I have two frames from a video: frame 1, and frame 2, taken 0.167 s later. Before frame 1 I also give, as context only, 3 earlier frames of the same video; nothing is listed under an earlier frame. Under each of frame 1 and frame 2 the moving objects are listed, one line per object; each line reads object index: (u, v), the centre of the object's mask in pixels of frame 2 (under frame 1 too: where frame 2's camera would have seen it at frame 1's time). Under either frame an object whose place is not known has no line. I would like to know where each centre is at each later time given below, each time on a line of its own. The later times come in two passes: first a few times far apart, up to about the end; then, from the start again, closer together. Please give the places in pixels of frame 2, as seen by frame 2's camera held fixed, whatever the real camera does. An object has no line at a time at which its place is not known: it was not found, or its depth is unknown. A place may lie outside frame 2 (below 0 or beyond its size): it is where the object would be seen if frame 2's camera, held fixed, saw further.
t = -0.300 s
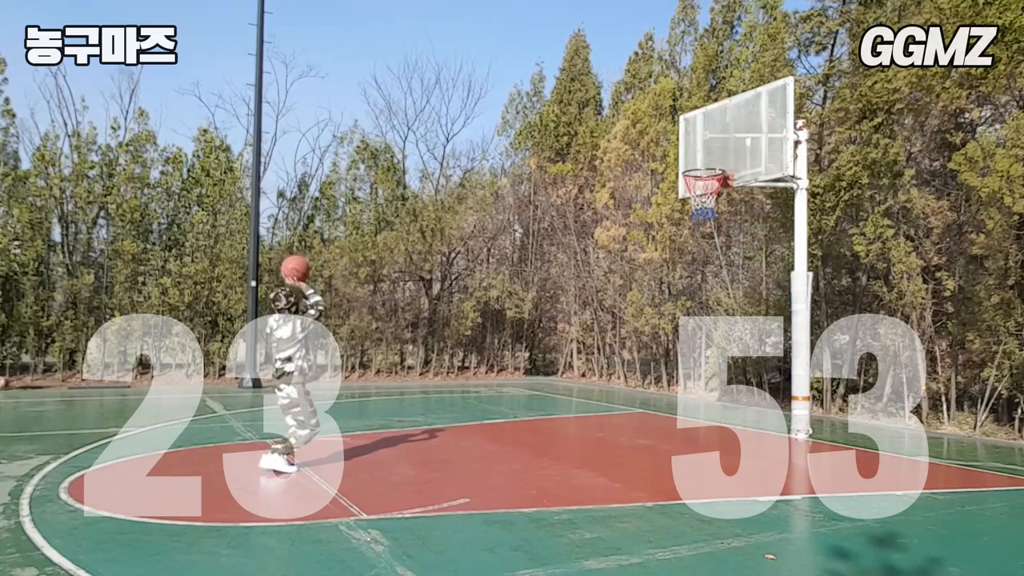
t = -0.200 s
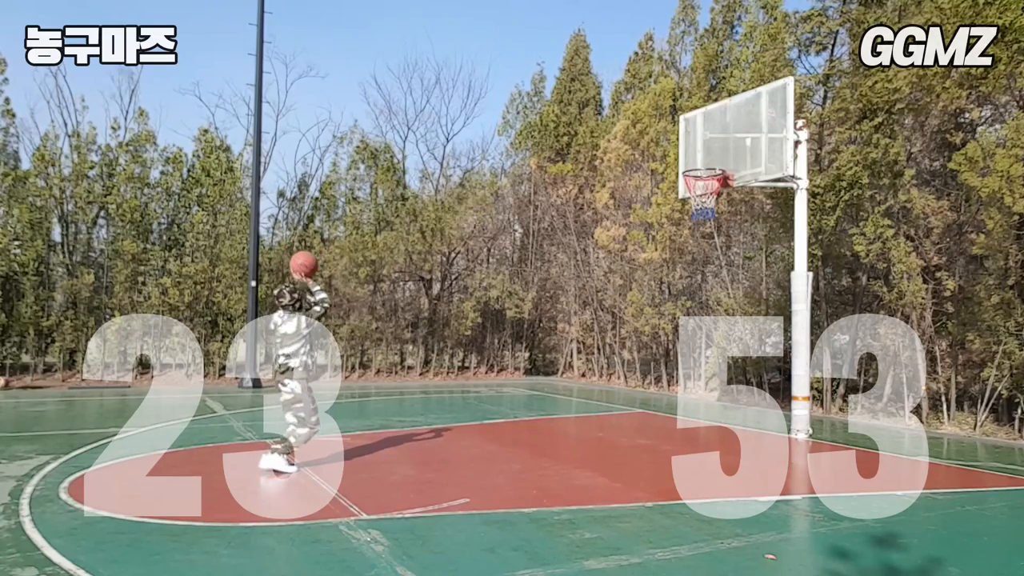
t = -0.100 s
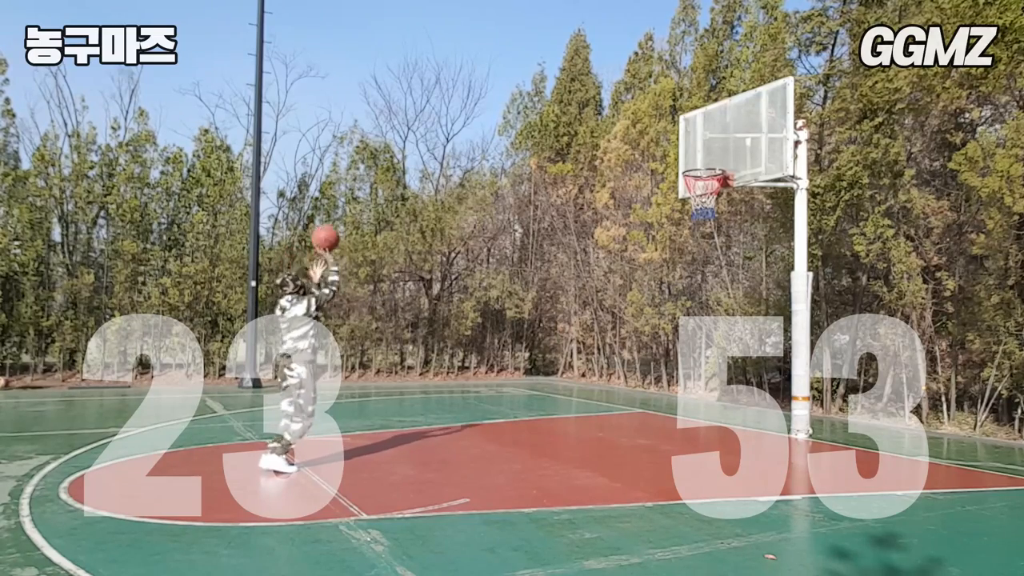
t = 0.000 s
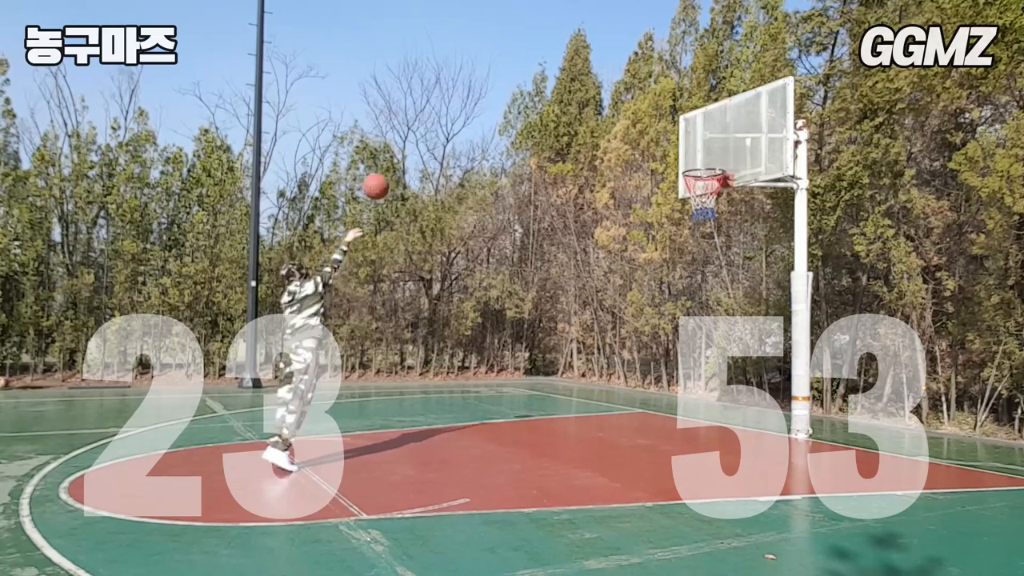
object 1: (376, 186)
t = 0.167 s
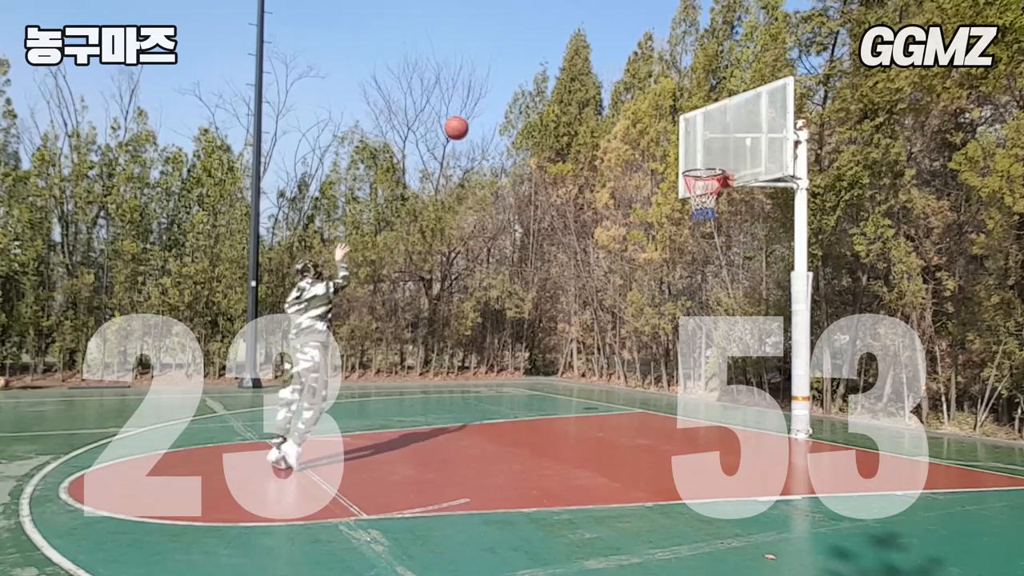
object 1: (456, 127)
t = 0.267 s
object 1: (500, 108)
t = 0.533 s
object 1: (604, 104)
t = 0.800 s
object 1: (693, 160)
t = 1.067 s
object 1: (710, 182)
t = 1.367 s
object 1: (690, 214)
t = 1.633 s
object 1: (687, 287)
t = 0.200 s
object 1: (471, 120)
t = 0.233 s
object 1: (486, 113)
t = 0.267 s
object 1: (500, 108)
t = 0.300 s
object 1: (514, 104)
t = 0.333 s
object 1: (528, 100)
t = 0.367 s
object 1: (541, 98)
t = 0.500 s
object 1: (592, 101)
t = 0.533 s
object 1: (604, 104)
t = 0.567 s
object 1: (617, 107)
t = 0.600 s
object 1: (628, 112)
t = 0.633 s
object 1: (639, 119)
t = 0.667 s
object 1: (650, 125)
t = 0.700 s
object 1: (661, 133)
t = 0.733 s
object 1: (672, 141)
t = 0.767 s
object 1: (683, 151)
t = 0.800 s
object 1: (693, 160)
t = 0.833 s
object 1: (704, 171)
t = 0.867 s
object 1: (707, 176)
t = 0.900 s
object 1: (711, 181)
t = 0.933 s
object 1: (712, 184)
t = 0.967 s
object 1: (711, 186)
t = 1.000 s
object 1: (710, 186)
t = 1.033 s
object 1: (709, 184)
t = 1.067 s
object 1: (710, 182)
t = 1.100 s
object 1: (705, 182)
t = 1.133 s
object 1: (703, 183)
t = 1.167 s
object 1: (702, 183)
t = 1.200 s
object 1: (700, 184)
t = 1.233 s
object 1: (700, 185)
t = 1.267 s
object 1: (698, 188)
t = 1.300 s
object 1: (691, 203)
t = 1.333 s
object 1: (689, 212)
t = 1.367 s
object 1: (690, 214)
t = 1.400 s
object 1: (690, 220)
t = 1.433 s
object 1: (689, 226)
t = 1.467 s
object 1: (689, 234)
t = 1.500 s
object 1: (688, 243)
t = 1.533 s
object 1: (688, 253)
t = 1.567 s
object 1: (688, 264)
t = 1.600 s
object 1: (687, 274)
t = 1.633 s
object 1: (687, 287)
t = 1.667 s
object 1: (687, 300)
